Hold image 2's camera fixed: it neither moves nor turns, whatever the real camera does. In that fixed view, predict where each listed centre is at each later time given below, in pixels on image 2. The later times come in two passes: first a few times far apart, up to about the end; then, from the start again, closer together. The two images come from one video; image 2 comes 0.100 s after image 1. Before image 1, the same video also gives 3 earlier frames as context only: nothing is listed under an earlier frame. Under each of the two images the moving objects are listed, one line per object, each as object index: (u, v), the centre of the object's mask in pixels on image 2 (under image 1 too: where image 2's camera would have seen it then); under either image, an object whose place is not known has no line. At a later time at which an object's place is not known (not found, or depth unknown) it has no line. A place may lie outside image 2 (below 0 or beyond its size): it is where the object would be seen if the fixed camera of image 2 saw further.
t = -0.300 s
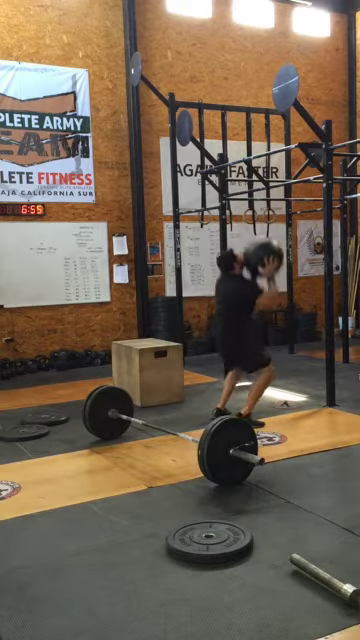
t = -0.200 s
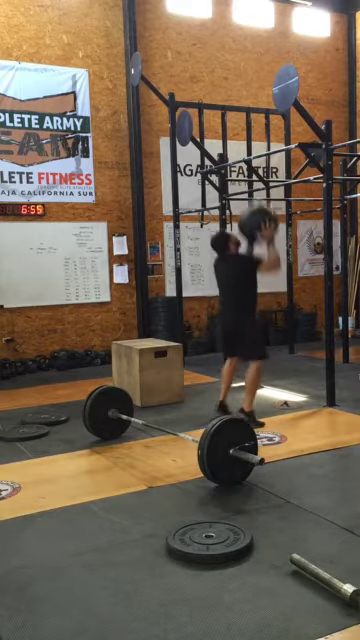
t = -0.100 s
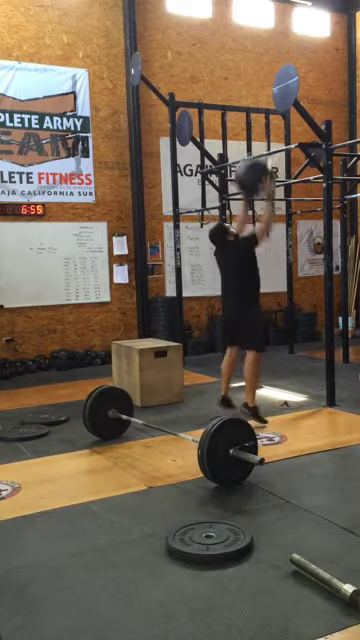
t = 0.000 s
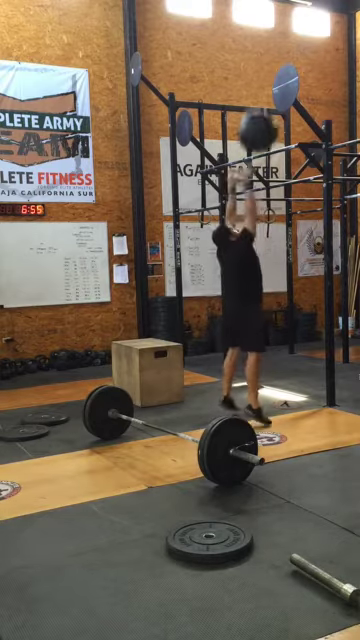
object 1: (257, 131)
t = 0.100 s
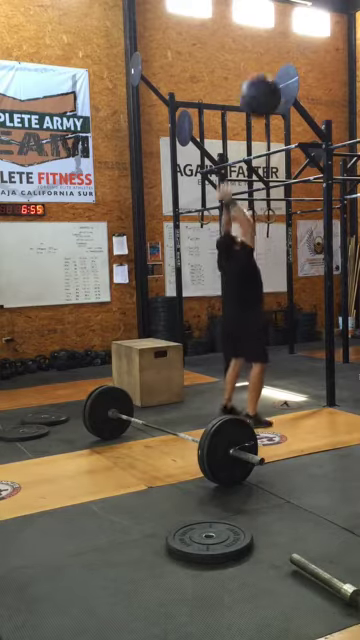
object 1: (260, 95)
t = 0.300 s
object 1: (267, 61)
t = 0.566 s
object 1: (264, 84)
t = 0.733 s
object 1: (260, 133)
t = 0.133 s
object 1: (261, 87)
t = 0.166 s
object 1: (262, 80)
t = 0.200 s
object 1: (263, 73)
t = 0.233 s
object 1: (265, 68)
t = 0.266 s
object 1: (266, 64)
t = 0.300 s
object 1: (267, 61)
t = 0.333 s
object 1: (269, 61)
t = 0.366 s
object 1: (270, 61)
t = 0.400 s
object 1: (269, 62)
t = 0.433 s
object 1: (268, 64)
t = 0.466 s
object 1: (267, 67)
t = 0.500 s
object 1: (266, 71)
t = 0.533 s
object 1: (265, 76)
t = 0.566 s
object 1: (264, 84)
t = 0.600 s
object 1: (264, 92)
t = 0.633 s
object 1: (263, 100)
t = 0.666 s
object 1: (262, 111)
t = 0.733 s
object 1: (260, 133)
